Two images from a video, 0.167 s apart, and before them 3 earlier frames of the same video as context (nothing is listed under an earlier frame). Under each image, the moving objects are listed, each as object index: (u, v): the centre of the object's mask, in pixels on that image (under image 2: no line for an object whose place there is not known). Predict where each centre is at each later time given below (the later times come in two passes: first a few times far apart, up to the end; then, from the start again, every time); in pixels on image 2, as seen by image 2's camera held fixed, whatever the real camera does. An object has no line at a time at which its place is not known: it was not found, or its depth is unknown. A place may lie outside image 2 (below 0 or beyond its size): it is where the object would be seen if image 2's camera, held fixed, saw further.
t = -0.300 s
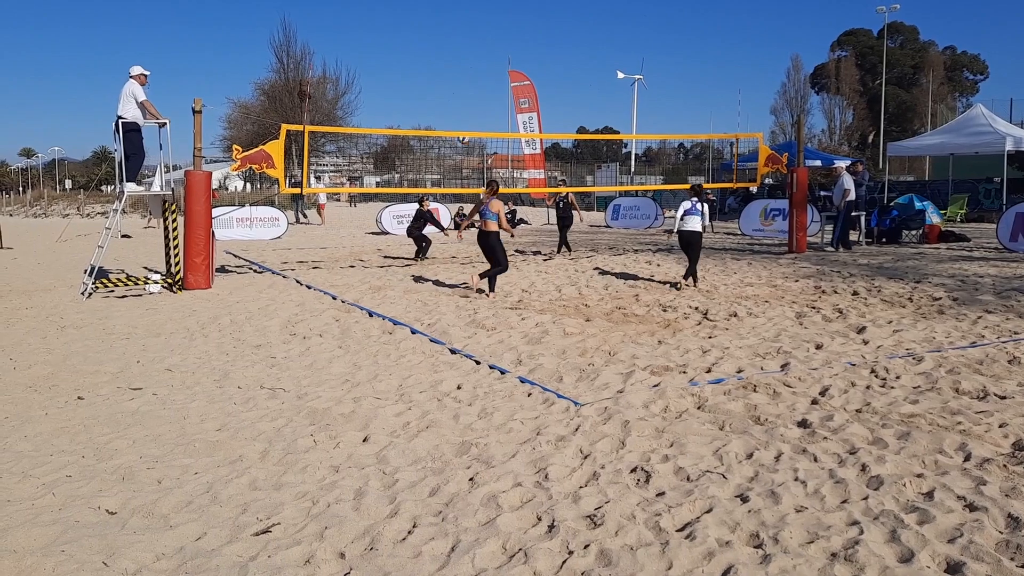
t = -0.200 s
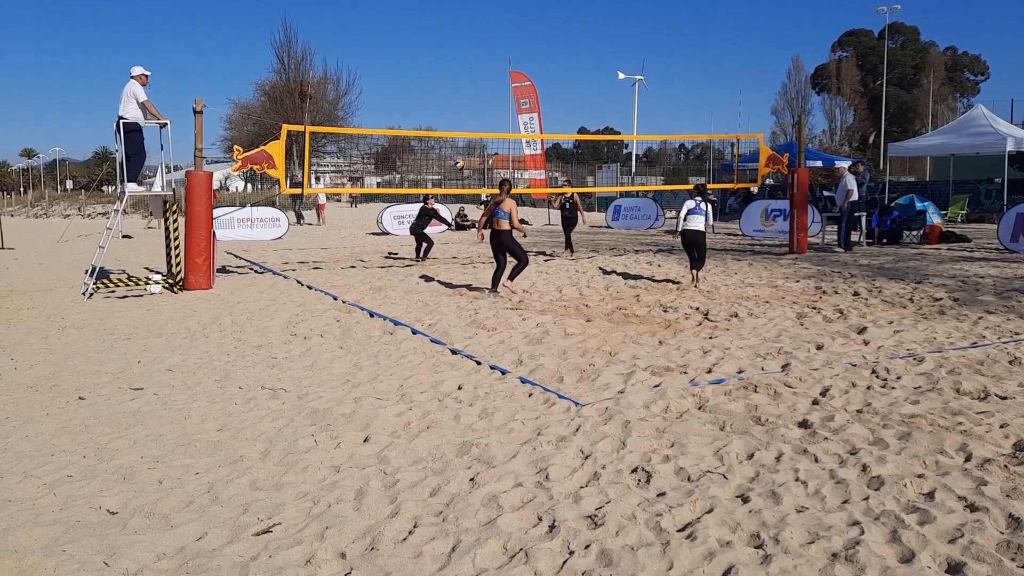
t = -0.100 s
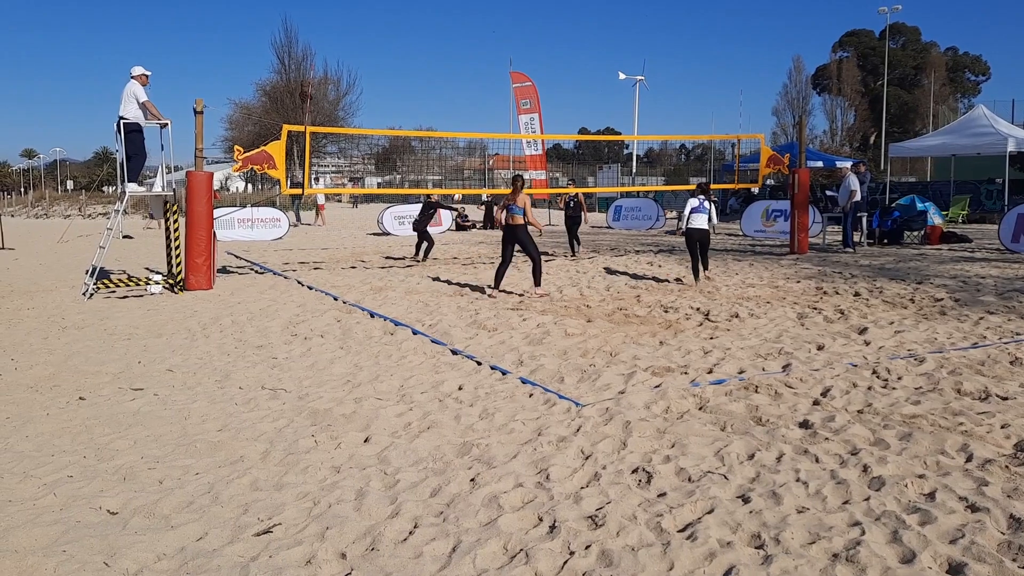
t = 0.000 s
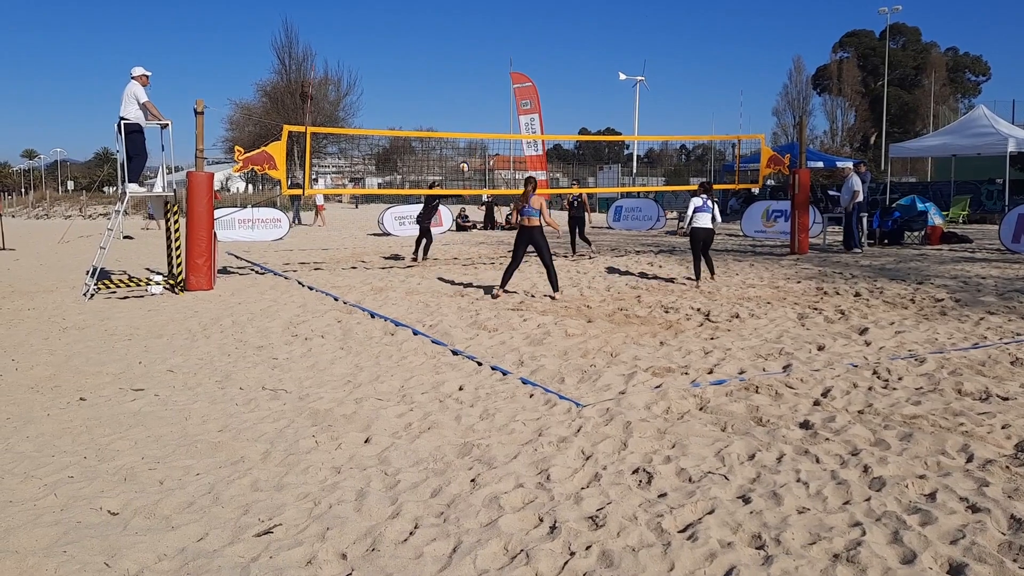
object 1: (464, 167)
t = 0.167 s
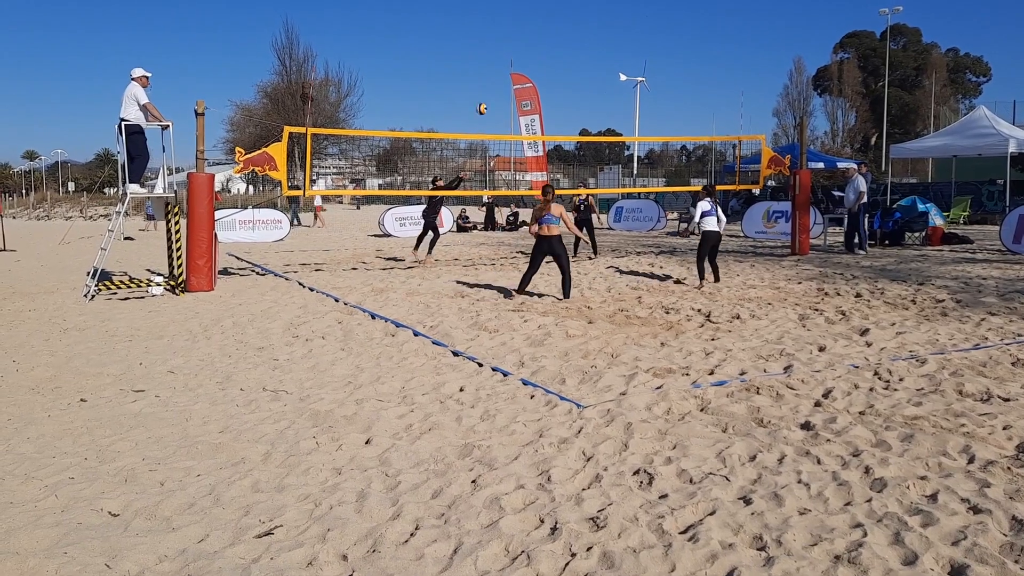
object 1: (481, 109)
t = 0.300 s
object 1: (494, 73)
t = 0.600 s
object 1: (523, 29)
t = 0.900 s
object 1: (551, 36)
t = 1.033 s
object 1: (562, 55)
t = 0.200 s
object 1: (485, 99)
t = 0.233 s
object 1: (488, 90)
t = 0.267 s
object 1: (491, 81)
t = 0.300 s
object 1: (494, 73)
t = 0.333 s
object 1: (497, 66)
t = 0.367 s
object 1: (500, 59)
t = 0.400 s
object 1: (504, 53)
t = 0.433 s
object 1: (507, 47)
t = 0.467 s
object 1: (510, 43)
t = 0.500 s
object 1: (514, 38)
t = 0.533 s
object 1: (516, 35)
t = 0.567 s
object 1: (520, 32)
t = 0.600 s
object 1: (523, 29)
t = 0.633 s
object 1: (526, 28)
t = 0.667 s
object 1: (529, 27)
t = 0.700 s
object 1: (532, 26)
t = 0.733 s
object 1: (535, 26)
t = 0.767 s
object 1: (538, 27)
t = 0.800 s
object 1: (541, 28)
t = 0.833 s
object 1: (544, 30)
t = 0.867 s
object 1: (547, 33)
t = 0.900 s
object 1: (551, 36)
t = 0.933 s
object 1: (553, 40)
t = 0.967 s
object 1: (556, 44)
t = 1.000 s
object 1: (559, 49)
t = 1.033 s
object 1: (562, 55)
